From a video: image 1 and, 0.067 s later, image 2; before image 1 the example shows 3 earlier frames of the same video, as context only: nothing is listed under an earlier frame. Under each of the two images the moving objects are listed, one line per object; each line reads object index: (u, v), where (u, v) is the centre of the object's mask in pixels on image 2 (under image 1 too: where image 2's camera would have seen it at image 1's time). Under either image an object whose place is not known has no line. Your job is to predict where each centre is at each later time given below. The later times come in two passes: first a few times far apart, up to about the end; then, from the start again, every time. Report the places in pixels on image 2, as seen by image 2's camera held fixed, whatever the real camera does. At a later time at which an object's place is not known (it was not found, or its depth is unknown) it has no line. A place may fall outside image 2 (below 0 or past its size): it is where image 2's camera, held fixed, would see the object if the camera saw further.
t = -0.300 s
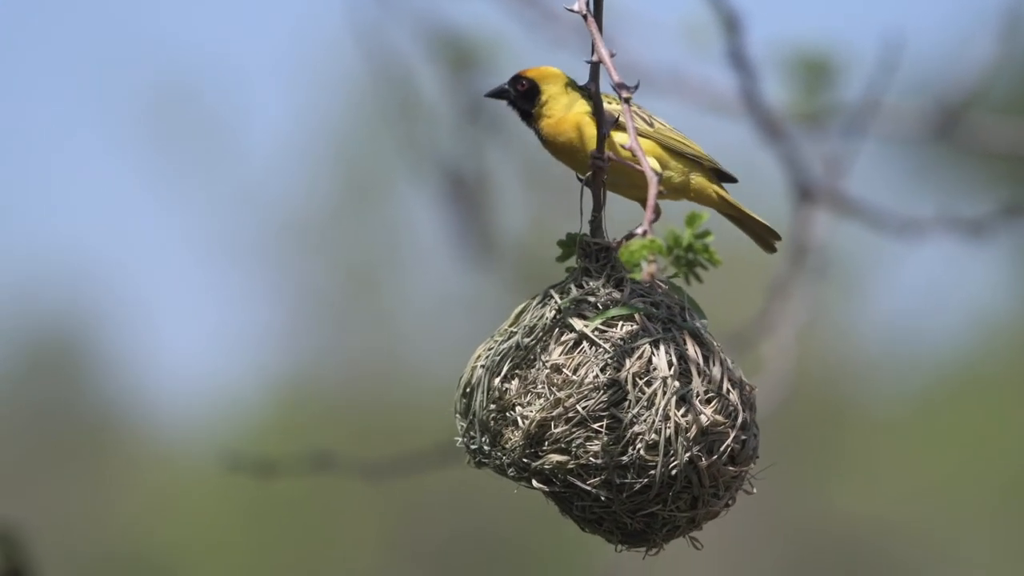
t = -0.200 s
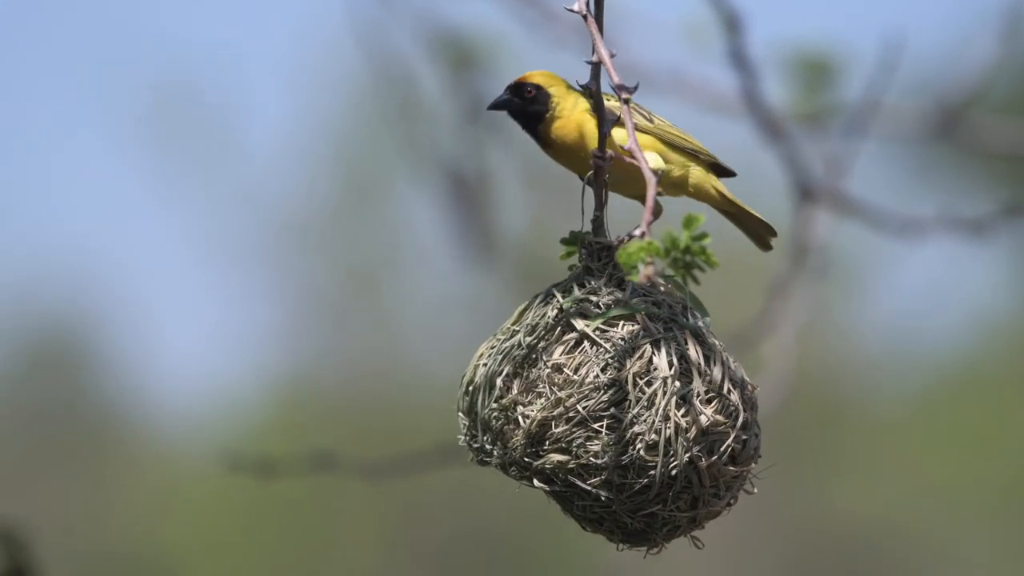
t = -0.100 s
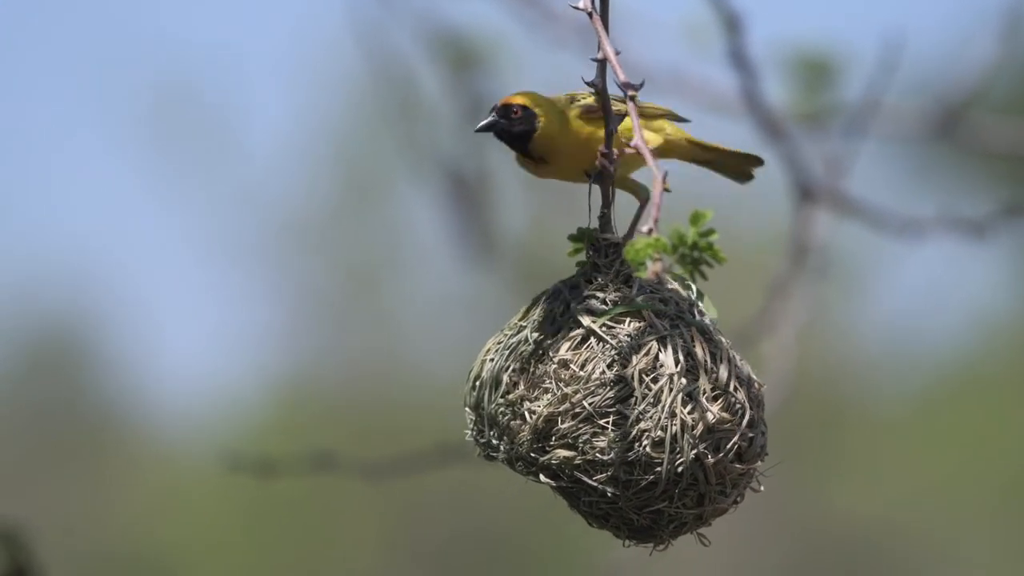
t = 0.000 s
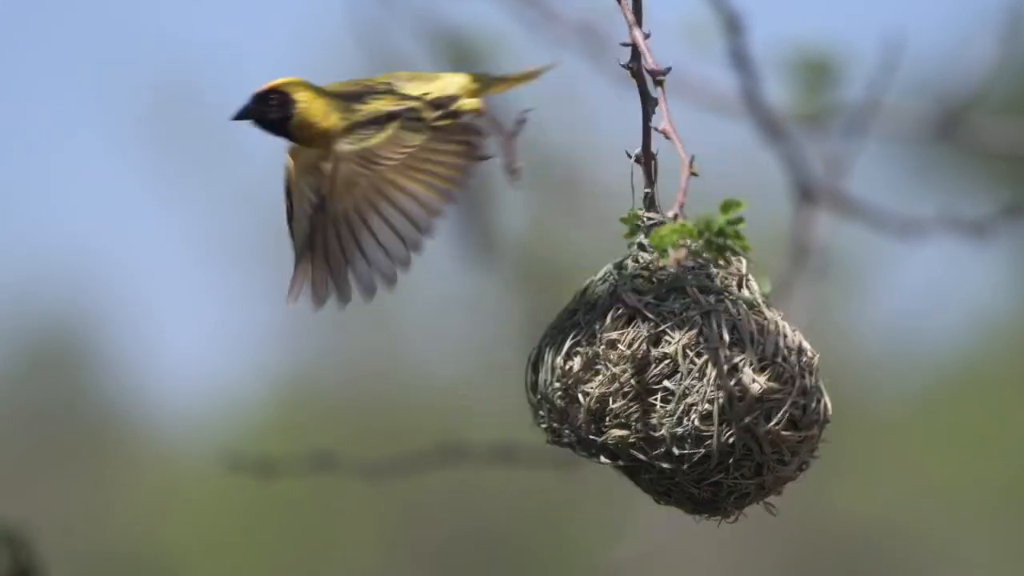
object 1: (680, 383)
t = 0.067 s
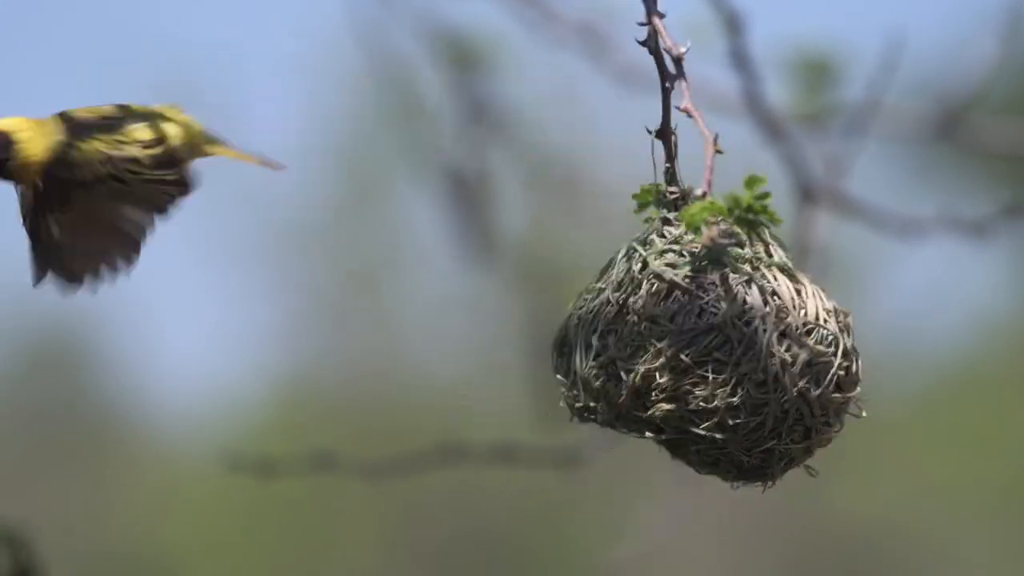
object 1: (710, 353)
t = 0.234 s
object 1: (694, 298)
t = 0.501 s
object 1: (658, 368)
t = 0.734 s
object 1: (629, 389)
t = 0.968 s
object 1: (648, 333)
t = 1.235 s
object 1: (686, 348)
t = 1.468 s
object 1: (611, 368)
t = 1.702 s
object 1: (682, 340)
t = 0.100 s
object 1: (715, 338)
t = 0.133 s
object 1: (717, 326)
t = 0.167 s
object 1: (713, 317)
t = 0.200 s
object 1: (704, 305)
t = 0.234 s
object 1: (694, 298)
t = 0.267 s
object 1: (685, 299)
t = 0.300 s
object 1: (675, 299)
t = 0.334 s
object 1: (667, 300)
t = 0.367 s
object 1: (662, 310)
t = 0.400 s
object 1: (658, 324)
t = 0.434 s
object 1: (656, 340)
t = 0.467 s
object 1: (657, 353)
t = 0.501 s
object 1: (658, 368)
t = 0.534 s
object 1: (659, 381)
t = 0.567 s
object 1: (657, 388)
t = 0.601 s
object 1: (653, 394)
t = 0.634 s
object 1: (647, 396)
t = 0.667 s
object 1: (641, 396)
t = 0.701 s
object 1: (635, 393)
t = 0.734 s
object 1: (629, 389)
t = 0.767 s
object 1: (625, 383)
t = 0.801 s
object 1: (622, 376)
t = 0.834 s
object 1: (622, 366)
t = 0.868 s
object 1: (624, 356)
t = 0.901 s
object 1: (629, 348)
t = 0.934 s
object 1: (638, 340)
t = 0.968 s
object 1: (648, 333)
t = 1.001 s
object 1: (661, 328)
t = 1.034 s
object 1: (674, 327)
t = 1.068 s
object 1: (686, 326)
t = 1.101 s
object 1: (695, 327)
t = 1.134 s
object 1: (701, 331)
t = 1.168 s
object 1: (701, 337)
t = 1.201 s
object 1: (696, 342)
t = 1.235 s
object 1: (686, 348)
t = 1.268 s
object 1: (673, 353)
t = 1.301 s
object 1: (658, 358)
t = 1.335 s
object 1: (642, 362)
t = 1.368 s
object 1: (628, 365)
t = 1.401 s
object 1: (619, 368)
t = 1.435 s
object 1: (613, 370)
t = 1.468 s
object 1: (611, 368)
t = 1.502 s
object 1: (615, 365)
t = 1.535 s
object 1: (622, 362)
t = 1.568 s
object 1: (633, 358)
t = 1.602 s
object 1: (645, 353)
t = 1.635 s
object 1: (659, 349)
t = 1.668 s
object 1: (672, 344)
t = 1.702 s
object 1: (682, 340)
